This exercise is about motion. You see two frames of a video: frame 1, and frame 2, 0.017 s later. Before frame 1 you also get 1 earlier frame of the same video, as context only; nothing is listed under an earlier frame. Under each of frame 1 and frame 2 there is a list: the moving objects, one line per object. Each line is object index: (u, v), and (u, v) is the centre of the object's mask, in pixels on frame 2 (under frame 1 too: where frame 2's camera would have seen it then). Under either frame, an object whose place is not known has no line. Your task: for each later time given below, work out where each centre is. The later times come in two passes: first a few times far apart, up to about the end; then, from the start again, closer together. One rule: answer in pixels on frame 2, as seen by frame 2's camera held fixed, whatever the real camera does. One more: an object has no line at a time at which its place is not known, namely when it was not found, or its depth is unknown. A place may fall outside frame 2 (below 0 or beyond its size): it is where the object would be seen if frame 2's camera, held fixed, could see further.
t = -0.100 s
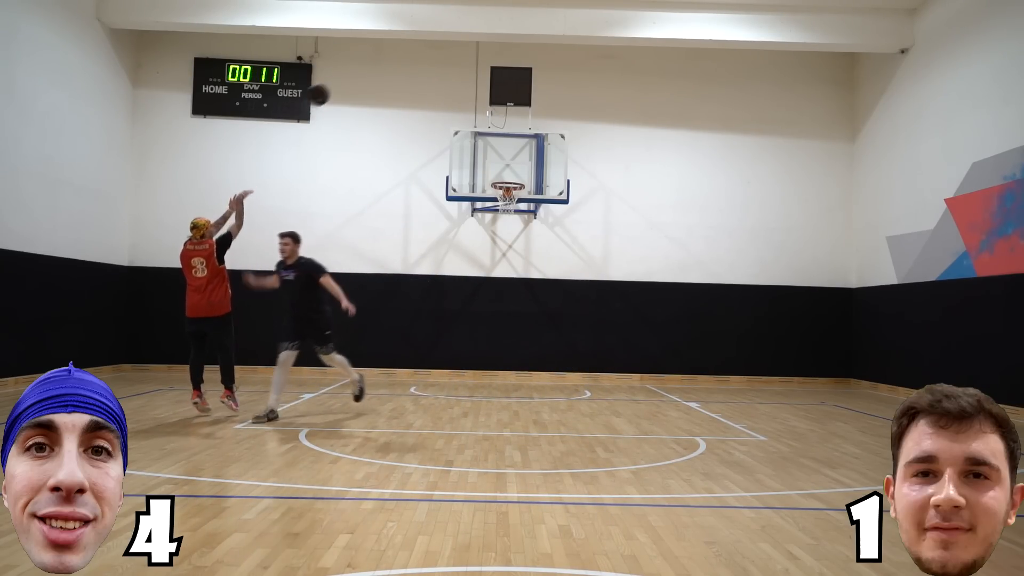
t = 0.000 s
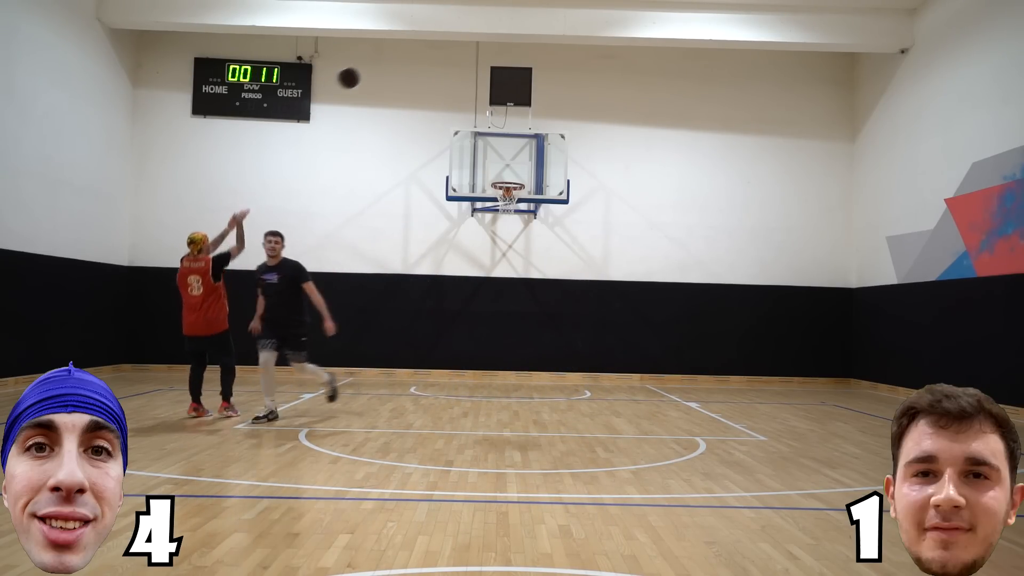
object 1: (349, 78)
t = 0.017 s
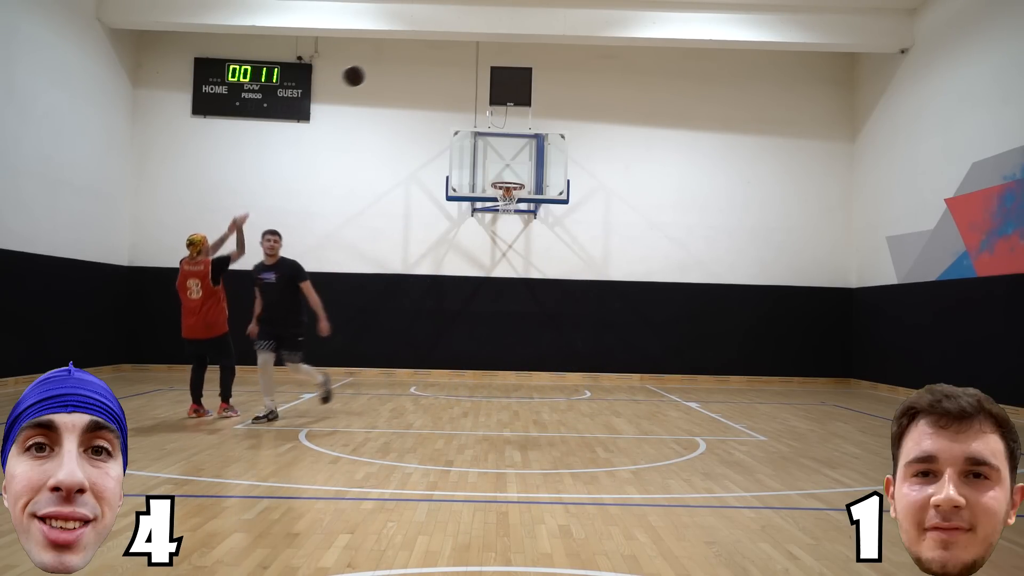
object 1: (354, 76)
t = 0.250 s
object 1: (415, 73)
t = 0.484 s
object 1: (465, 106)
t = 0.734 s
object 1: (511, 175)
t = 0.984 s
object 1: (496, 204)
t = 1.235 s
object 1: (470, 238)
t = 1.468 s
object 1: (444, 306)
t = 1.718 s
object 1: (421, 356)
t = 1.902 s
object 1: (410, 301)
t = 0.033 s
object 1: (358, 74)
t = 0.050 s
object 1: (363, 73)
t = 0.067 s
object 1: (368, 72)
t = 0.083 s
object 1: (372, 70)
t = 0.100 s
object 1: (377, 70)
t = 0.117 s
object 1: (381, 69)
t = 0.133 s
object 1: (386, 69)
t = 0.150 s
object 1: (390, 69)
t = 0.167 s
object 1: (394, 69)
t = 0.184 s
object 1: (399, 69)
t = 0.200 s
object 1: (403, 70)
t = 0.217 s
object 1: (407, 71)
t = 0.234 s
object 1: (411, 72)
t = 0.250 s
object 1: (415, 73)
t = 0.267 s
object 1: (419, 74)
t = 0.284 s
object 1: (423, 75)
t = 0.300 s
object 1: (426, 77)
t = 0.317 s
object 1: (430, 78)
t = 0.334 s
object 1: (434, 80)
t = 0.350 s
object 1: (438, 83)
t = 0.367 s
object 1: (441, 85)
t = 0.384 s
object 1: (445, 87)
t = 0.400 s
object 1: (448, 90)
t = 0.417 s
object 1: (452, 93)
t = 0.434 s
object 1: (455, 96)
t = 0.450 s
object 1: (459, 99)
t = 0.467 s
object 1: (462, 103)
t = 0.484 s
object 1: (465, 106)
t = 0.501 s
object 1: (469, 110)
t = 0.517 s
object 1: (472, 114)
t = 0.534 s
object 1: (475, 118)
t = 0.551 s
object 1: (478, 122)
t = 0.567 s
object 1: (481, 126)
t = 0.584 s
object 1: (485, 131)
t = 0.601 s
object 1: (487, 135)
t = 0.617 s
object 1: (491, 141)
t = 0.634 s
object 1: (494, 145)
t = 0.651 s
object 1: (497, 150)
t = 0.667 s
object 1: (500, 155)
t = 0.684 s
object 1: (502, 160)
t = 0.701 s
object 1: (505, 166)
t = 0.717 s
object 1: (508, 171)
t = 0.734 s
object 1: (511, 175)
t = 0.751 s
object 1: (514, 181)
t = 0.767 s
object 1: (517, 187)
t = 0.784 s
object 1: (516, 192)
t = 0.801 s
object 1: (518, 195)
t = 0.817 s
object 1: (515, 199)
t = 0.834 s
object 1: (513, 201)
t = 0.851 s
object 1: (511, 201)
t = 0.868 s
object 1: (508, 201)
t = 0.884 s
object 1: (507, 201)
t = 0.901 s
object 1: (506, 201)
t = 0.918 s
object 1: (504, 201)
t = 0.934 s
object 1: (501, 203)
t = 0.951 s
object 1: (499, 203)
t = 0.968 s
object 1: (498, 203)
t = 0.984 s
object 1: (496, 204)
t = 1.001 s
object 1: (495, 205)
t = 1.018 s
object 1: (493, 207)
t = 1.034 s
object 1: (491, 209)
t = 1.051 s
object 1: (489, 210)
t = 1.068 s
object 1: (488, 212)
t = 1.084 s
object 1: (486, 214)
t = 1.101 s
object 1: (484, 216)
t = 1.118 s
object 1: (482, 218)
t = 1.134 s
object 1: (480, 220)
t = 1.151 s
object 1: (478, 223)
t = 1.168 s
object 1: (476, 225)
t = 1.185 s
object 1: (475, 228)
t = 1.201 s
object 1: (473, 231)
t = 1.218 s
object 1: (471, 235)
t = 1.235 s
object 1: (470, 238)
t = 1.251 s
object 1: (468, 242)
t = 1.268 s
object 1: (466, 246)
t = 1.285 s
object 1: (464, 250)
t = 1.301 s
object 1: (462, 254)
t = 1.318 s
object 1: (461, 258)
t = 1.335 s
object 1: (459, 263)
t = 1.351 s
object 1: (457, 267)
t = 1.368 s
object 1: (455, 272)
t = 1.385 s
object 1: (453, 278)
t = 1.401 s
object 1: (451, 283)
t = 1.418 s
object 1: (450, 288)
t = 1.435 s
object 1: (448, 294)
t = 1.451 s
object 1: (446, 300)
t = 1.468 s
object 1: (444, 306)
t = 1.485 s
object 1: (443, 312)
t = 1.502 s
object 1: (440, 319)
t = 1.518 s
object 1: (439, 325)
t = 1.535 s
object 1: (437, 331)
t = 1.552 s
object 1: (435, 339)
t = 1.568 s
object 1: (433, 346)
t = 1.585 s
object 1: (431, 353)
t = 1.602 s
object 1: (430, 359)
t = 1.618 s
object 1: (428, 366)
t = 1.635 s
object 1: (426, 375)
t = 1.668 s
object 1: (423, 374)
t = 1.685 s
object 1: (422, 367)
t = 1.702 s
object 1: (421, 361)
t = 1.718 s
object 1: (421, 356)
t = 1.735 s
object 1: (420, 350)
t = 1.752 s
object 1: (419, 344)
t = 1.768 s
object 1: (418, 339)
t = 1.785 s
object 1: (417, 334)
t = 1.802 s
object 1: (416, 329)
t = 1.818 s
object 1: (415, 323)
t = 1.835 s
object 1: (414, 319)
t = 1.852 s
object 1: (413, 313)
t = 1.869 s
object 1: (412, 309)
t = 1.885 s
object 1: (411, 305)
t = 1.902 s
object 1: (410, 301)
